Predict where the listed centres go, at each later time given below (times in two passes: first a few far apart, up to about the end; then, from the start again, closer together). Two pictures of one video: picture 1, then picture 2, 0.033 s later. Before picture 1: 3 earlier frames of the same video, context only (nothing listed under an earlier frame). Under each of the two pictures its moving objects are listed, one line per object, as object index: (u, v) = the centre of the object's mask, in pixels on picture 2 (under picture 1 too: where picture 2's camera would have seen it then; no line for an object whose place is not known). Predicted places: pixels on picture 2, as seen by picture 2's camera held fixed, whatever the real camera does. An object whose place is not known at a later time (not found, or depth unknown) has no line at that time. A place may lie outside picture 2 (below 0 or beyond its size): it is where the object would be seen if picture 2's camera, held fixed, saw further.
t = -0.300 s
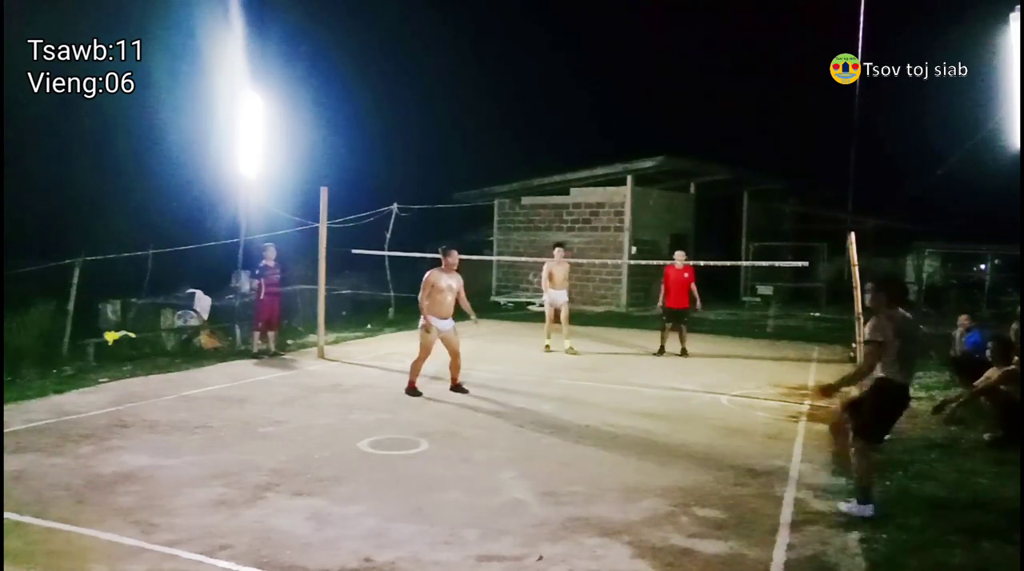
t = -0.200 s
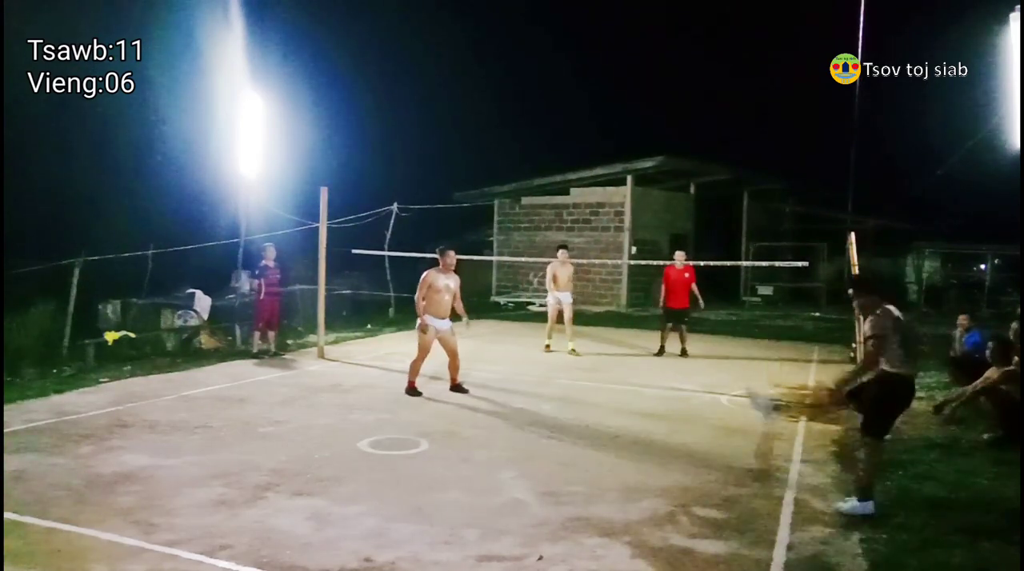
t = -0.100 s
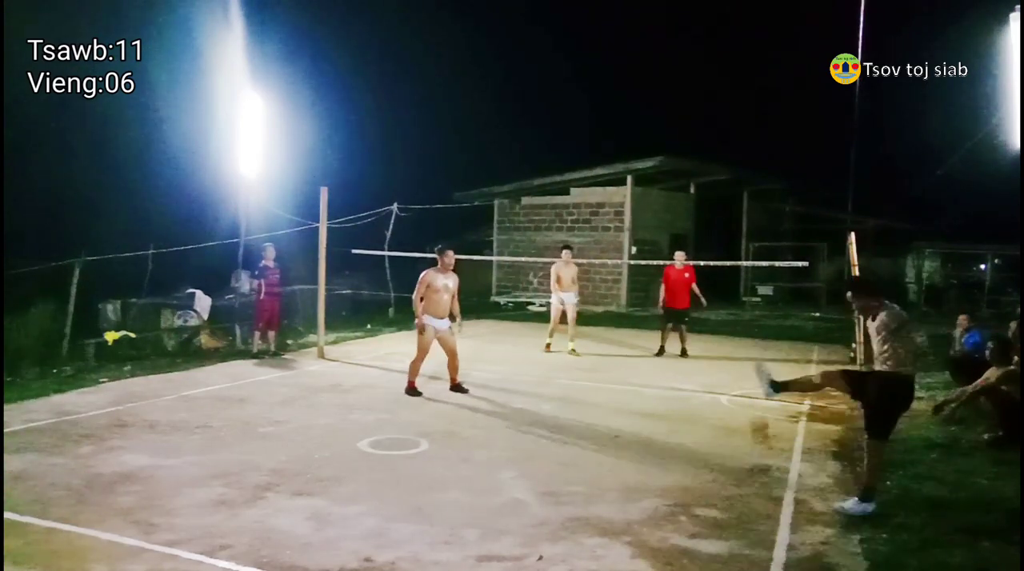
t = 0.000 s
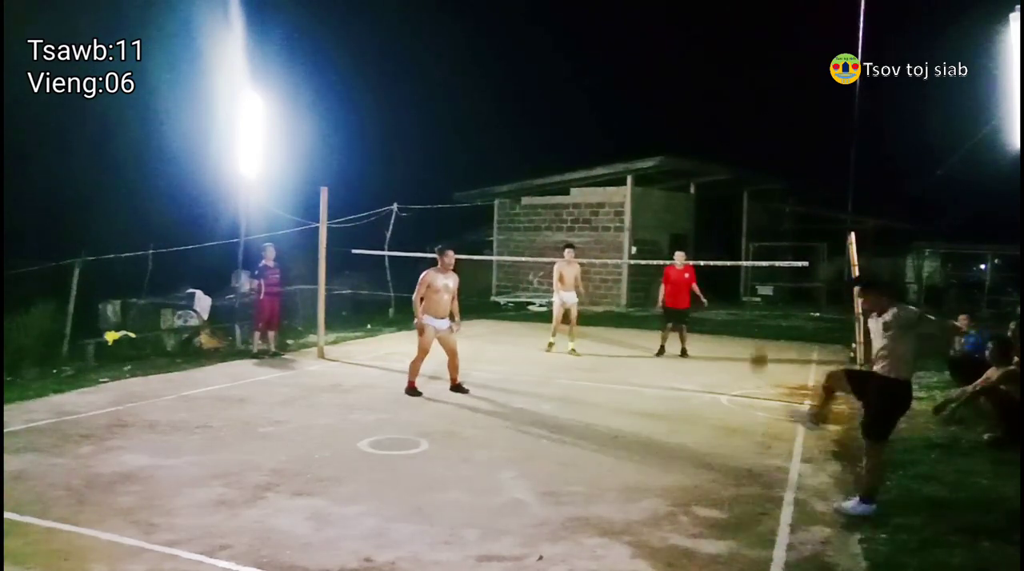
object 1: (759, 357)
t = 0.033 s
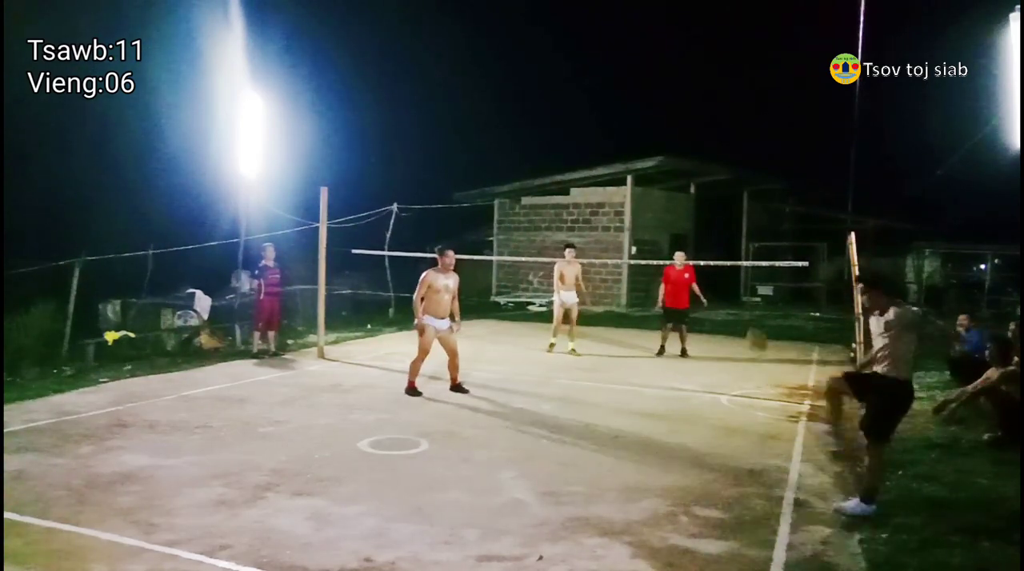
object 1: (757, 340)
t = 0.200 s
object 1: (753, 261)
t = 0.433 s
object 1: (745, 222)
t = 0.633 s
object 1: (734, 254)
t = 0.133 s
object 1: (753, 288)
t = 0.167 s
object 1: (752, 275)
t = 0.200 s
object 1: (753, 261)
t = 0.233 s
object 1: (752, 251)
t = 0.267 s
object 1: (751, 242)
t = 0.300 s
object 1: (750, 234)
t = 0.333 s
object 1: (749, 228)
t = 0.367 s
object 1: (748, 224)
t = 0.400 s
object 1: (747, 222)
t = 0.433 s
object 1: (745, 222)
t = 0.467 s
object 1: (745, 222)
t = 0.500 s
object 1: (742, 225)
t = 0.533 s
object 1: (740, 230)
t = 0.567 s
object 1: (738, 236)
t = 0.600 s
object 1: (735, 244)
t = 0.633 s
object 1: (734, 254)
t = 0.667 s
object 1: (731, 268)
